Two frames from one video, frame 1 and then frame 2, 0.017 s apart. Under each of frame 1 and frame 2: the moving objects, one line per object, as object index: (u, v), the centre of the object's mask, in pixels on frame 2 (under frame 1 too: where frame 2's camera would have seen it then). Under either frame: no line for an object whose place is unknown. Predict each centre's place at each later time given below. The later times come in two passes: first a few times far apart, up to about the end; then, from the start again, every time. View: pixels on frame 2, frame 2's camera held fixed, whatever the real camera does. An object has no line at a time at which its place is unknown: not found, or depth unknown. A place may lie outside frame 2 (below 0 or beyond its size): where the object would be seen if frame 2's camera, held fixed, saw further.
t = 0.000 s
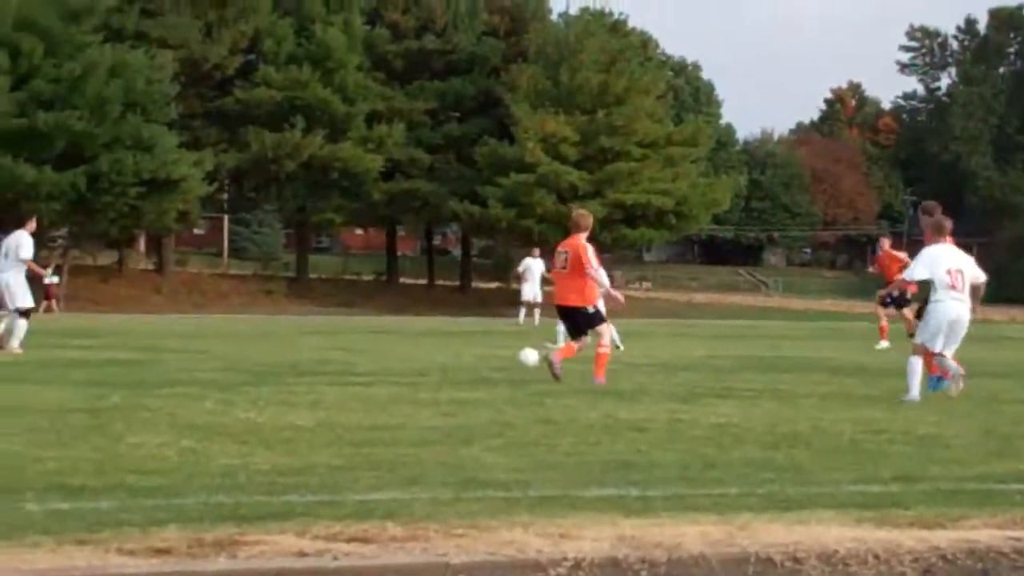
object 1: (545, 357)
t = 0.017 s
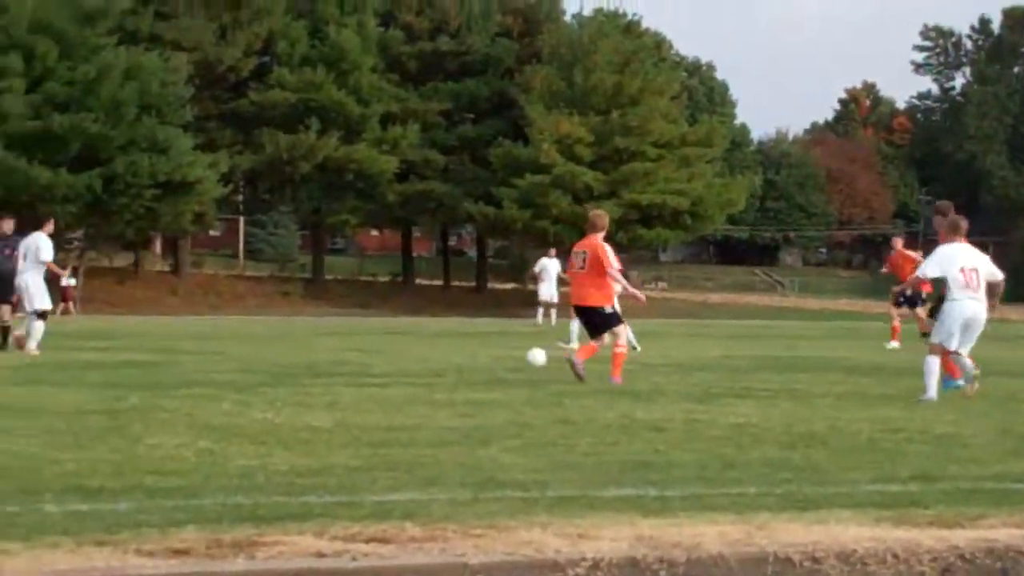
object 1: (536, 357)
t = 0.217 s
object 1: (454, 350)
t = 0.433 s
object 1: (388, 346)
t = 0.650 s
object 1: (340, 341)
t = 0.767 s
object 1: (320, 342)
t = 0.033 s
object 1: (529, 355)
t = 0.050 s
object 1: (522, 354)
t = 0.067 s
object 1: (515, 353)
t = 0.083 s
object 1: (508, 353)
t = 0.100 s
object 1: (501, 352)
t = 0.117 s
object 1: (495, 352)
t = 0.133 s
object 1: (487, 351)
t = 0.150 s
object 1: (480, 350)
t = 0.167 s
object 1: (474, 349)
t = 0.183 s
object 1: (467, 349)
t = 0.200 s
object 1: (461, 350)
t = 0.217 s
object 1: (454, 350)
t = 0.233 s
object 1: (448, 349)
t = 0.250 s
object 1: (443, 350)
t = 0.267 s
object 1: (437, 349)
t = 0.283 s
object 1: (432, 349)
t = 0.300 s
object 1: (426, 348)
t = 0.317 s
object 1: (421, 348)
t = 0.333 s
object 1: (416, 348)
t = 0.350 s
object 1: (411, 348)
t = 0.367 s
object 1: (406, 348)
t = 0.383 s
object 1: (402, 348)
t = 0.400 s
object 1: (398, 347)
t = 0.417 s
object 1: (393, 346)
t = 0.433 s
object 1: (388, 346)
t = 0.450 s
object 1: (384, 345)
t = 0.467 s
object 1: (380, 345)
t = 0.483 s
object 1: (375, 345)
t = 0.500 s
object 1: (372, 345)
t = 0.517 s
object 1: (367, 344)
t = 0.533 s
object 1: (364, 344)
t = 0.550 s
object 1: (361, 343)
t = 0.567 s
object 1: (357, 343)
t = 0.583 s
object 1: (354, 342)
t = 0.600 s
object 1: (351, 341)
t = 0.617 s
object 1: (347, 341)
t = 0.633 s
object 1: (344, 341)
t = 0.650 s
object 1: (340, 341)
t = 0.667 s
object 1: (338, 342)
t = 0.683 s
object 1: (335, 342)
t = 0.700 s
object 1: (331, 342)
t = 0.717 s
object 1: (328, 342)
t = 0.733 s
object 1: (325, 342)
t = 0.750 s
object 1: (322, 342)
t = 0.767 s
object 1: (320, 342)
